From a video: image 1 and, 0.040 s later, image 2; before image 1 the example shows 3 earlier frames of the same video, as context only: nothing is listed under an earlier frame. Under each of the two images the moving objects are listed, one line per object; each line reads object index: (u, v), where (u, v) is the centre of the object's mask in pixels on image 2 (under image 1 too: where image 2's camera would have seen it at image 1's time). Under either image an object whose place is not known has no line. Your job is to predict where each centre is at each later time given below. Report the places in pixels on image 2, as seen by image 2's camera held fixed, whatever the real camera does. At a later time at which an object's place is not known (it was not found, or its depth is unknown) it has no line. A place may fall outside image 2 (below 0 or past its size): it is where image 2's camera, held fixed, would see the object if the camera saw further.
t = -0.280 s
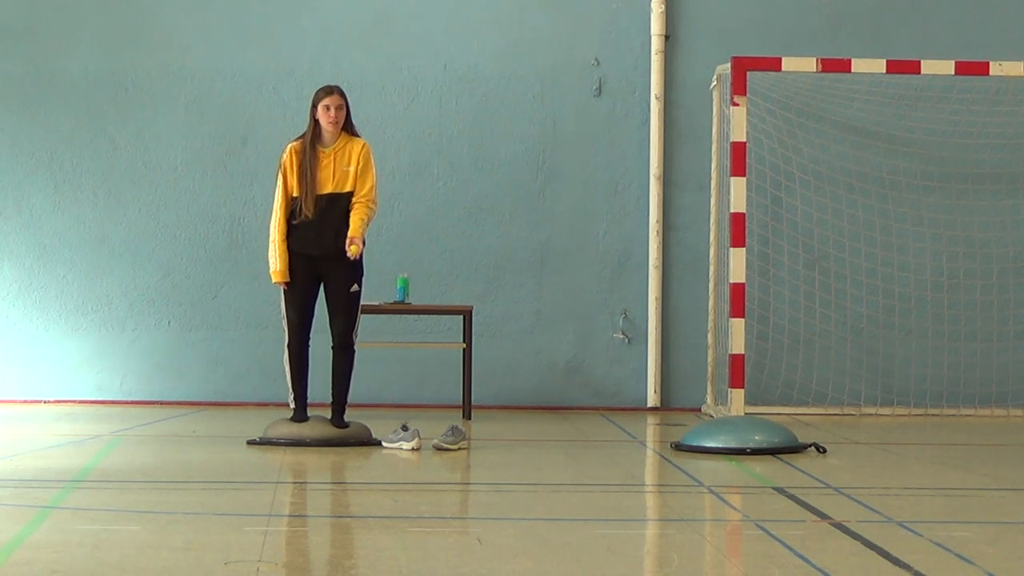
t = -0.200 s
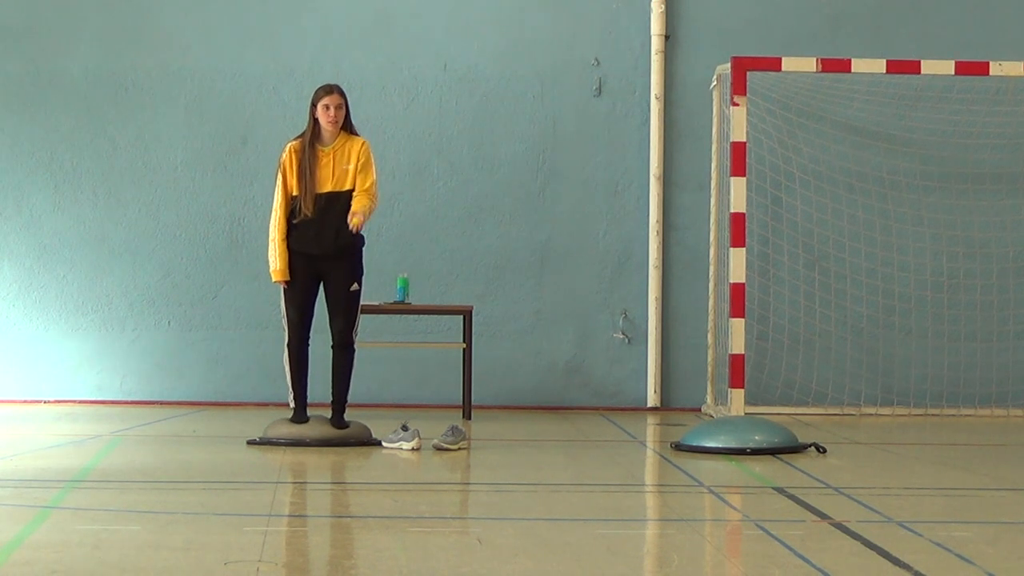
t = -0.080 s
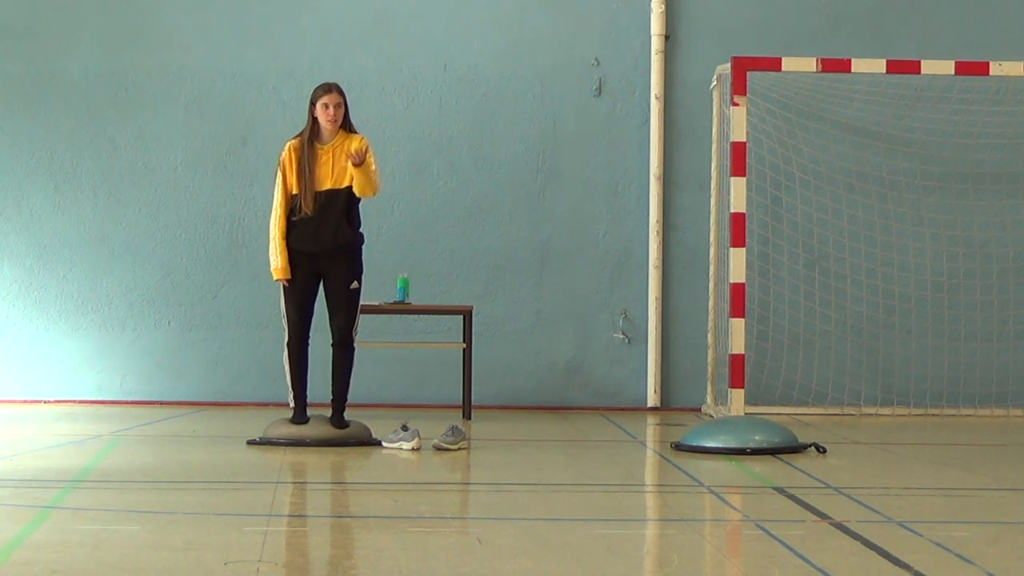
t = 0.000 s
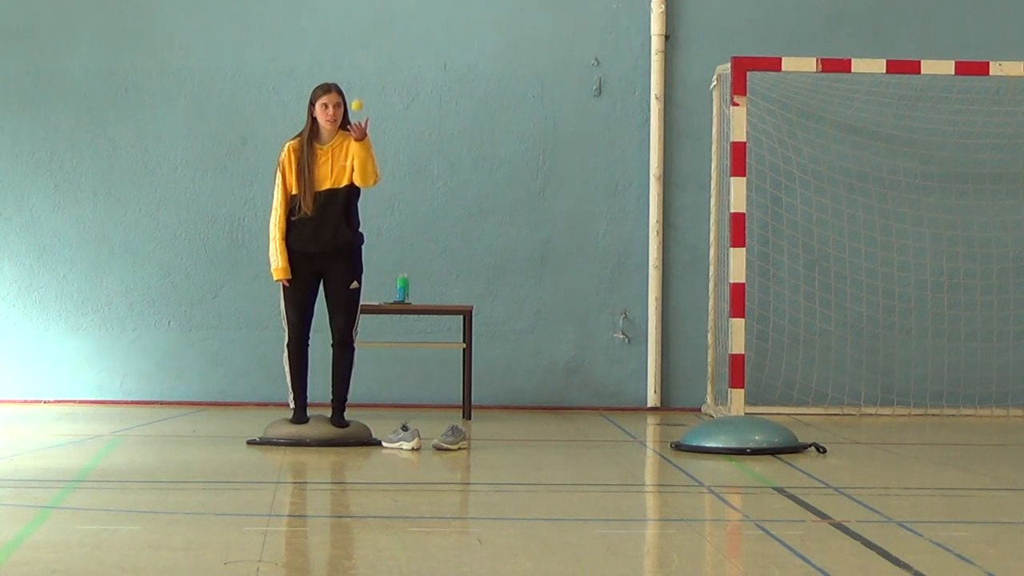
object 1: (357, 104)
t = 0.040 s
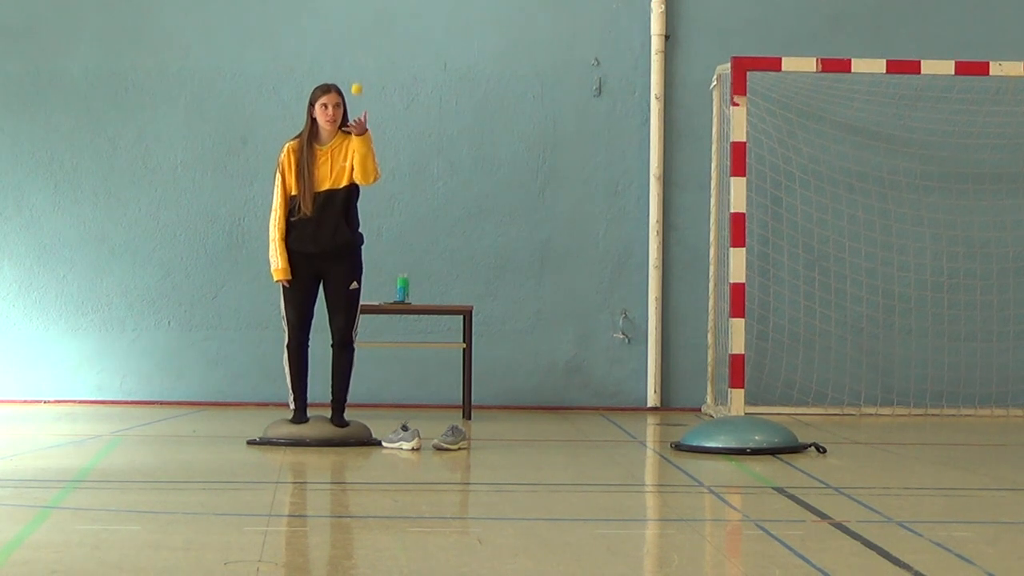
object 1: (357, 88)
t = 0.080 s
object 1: (357, 75)
